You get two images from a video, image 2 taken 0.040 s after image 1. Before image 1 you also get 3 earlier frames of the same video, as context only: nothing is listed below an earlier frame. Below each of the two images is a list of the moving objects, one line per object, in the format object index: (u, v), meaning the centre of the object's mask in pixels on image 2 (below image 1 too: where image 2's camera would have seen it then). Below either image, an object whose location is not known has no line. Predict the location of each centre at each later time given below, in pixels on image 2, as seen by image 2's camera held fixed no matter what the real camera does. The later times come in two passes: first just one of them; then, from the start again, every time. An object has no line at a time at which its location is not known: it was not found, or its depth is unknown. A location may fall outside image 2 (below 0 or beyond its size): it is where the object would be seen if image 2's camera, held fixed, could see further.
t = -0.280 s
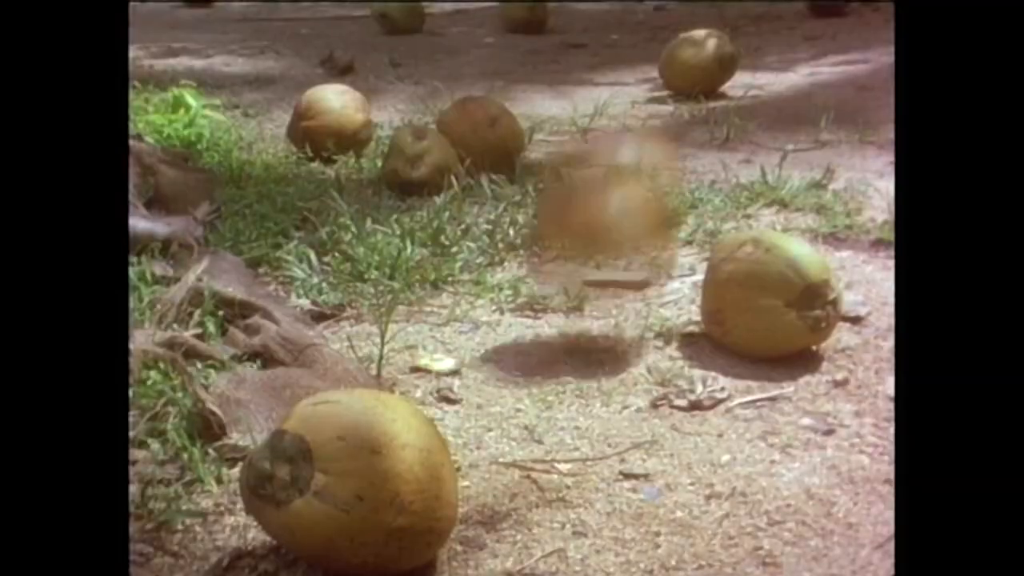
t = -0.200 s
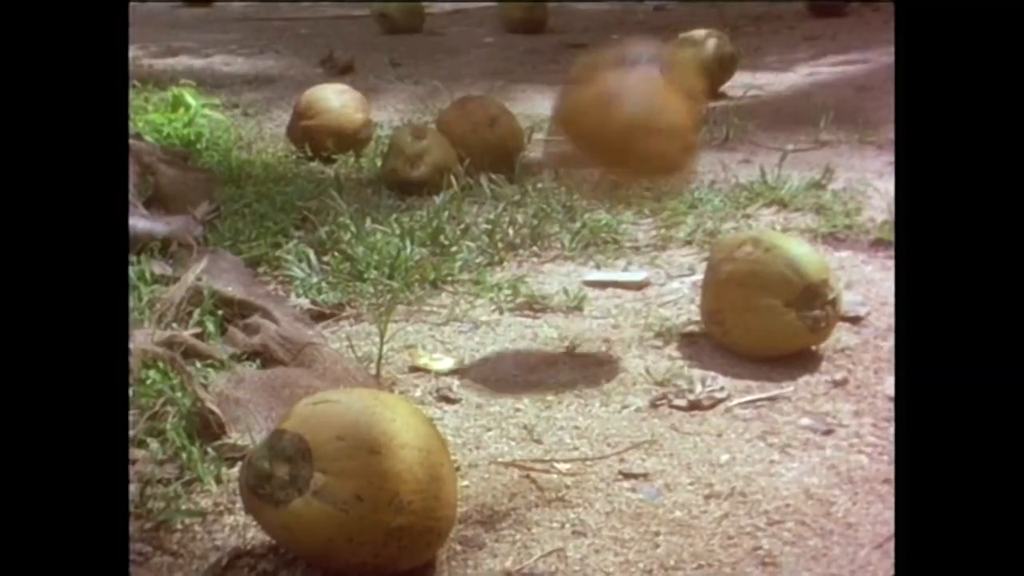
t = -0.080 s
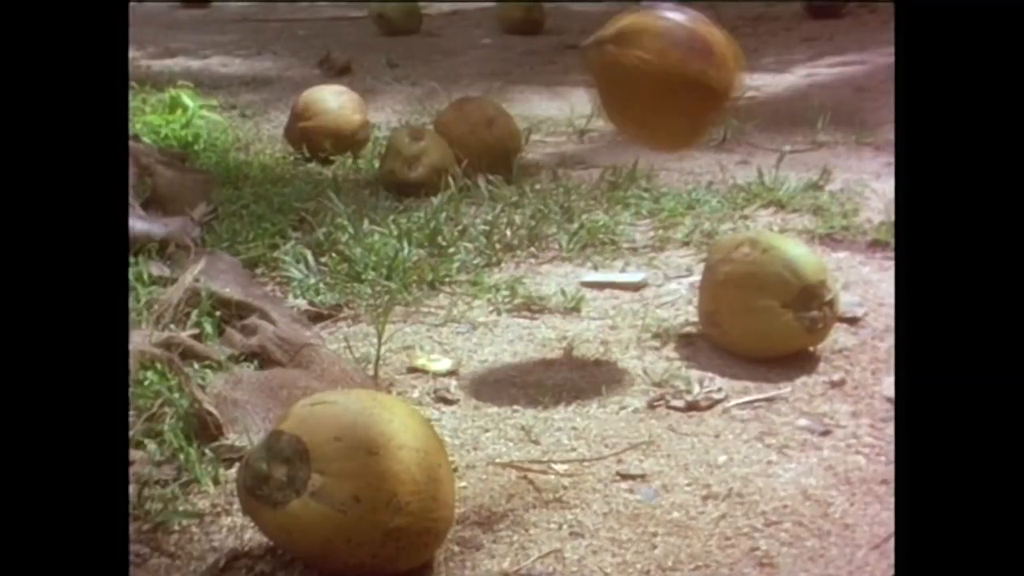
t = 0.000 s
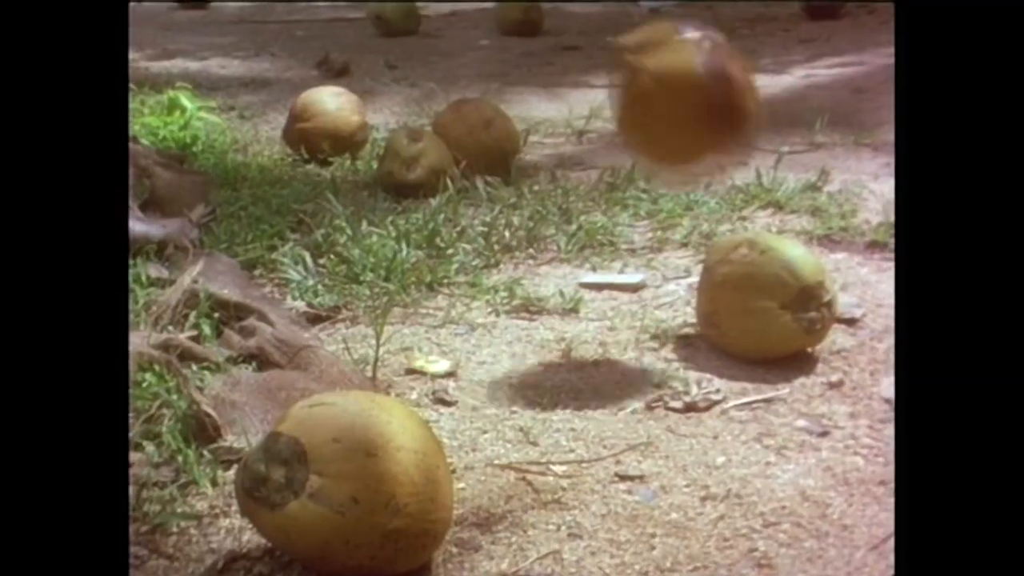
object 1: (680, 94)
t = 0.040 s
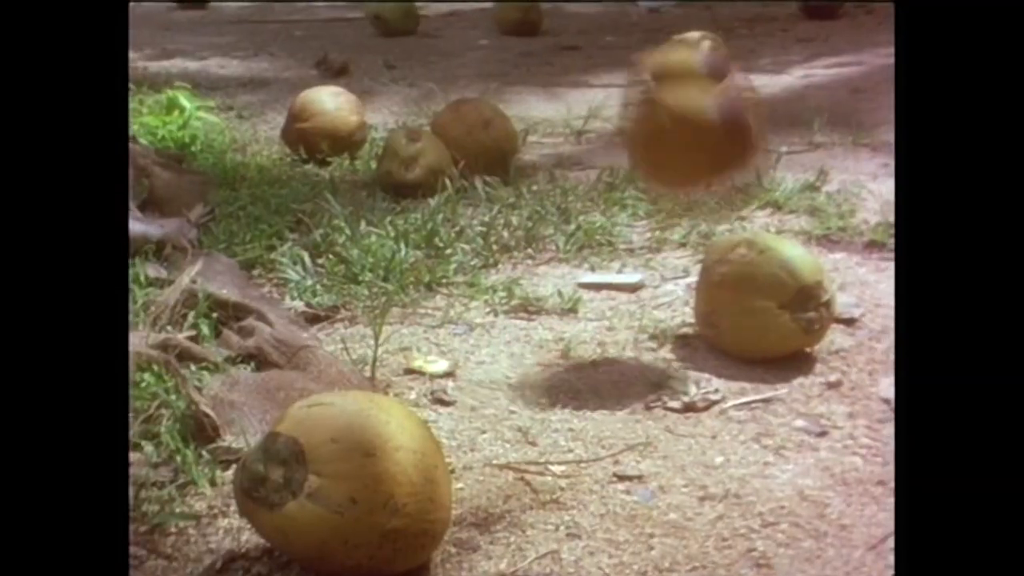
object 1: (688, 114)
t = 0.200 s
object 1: (718, 271)
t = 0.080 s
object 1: (702, 158)
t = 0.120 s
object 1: (712, 205)
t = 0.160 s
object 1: (715, 229)
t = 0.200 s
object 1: (718, 271)
